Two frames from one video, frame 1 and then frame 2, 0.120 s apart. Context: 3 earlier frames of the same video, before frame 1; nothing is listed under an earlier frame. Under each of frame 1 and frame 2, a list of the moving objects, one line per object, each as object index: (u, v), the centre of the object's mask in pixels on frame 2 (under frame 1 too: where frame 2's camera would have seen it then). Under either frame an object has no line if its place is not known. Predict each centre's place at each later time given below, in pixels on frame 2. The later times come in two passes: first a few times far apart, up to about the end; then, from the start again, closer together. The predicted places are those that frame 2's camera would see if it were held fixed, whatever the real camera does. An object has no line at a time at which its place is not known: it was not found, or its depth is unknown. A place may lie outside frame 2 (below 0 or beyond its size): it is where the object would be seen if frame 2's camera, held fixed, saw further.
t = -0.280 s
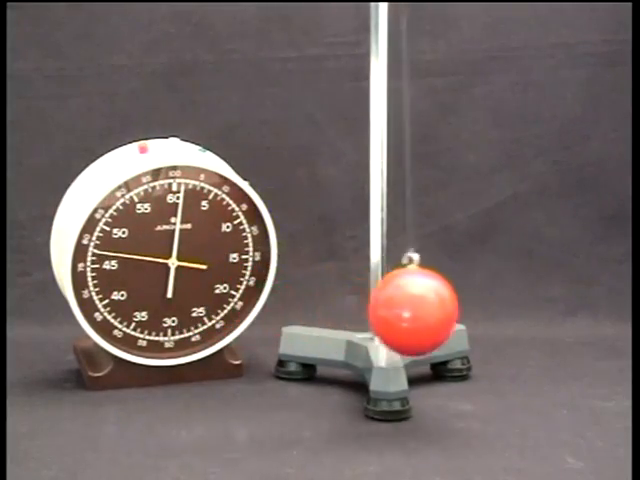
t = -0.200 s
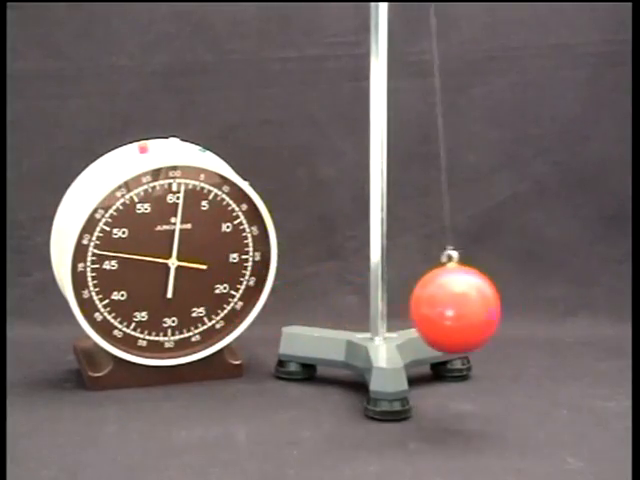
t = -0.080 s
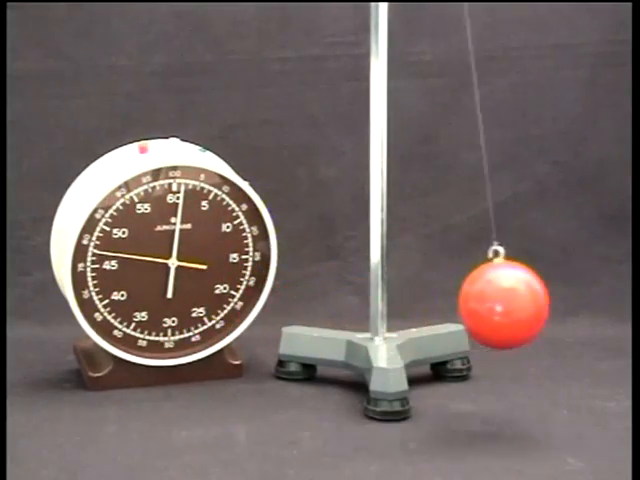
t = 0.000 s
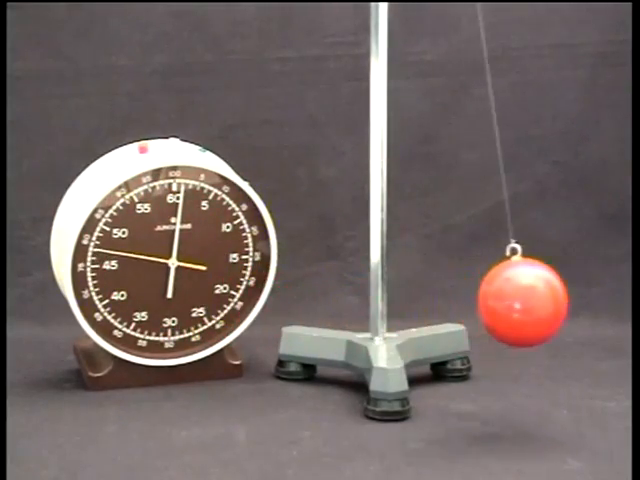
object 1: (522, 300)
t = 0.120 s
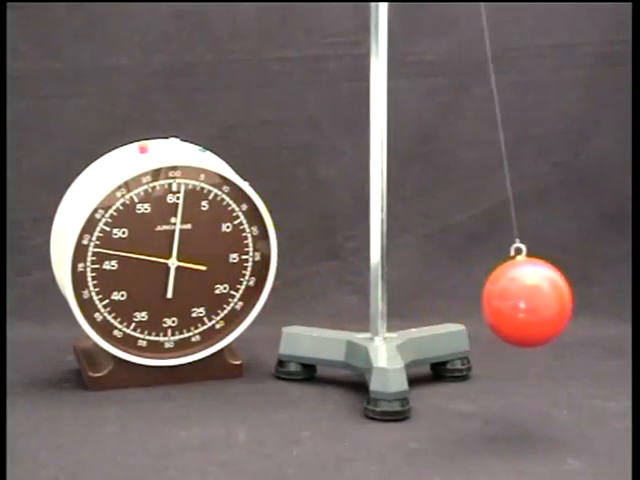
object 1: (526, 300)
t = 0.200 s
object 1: (513, 302)
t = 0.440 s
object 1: (410, 311)
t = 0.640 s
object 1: (299, 307)
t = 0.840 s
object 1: (220, 298)
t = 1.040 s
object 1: (215, 296)
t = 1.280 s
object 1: (305, 306)
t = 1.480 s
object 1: (417, 308)
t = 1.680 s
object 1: (505, 302)
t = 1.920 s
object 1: (520, 301)
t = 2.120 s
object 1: (449, 309)
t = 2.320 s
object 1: (338, 310)
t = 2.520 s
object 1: (243, 300)
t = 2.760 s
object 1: (212, 296)
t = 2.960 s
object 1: (270, 302)
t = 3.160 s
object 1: (375, 309)
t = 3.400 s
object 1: (493, 304)
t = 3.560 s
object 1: (525, 300)
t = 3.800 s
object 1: (482, 307)
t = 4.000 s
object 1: (380, 312)
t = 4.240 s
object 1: (257, 302)
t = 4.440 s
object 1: (211, 296)
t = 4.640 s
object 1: (242, 300)
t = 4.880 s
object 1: (356, 308)
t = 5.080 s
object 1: (462, 306)
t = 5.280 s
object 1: (521, 301)
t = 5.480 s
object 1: (505, 304)
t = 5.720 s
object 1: (399, 311)
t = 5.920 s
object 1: (290, 307)
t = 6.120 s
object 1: (220, 296)
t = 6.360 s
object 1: (232, 299)
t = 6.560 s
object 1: (316, 306)
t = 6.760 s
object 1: (426, 309)
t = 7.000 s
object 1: (515, 302)
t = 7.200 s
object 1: (512, 304)
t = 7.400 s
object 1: (438, 311)
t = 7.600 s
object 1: (328, 310)
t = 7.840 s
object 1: (229, 298)
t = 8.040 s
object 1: (218, 295)
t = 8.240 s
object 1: (281, 304)
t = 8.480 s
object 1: (407, 309)
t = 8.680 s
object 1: (496, 304)
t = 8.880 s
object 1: (521, 302)
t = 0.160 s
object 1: (522, 301)
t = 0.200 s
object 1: (513, 302)
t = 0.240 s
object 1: (502, 304)
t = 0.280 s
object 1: (488, 306)
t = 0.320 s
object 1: (472, 307)
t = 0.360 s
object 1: (453, 309)
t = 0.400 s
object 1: (432, 310)
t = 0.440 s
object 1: (410, 311)
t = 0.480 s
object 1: (387, 312)
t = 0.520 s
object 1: (364, 311)
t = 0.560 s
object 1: (342, 310)
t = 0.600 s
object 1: (319, 309)
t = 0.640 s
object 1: (299, 307)
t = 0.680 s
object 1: (278, 306)
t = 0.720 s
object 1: (260, 303)
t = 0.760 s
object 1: (244, 300)
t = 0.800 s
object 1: (230, 300)
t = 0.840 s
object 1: (220, 298)
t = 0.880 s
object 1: (212, 297)
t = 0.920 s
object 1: (209, 294)
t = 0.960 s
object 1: (208, 296)
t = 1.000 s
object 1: (210, 294)
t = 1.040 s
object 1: (215, 296)
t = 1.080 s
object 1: (223, 298)
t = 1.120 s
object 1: (235, 297)
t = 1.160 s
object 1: (250, 299)
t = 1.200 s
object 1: (266, 302)
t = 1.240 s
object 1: (284, 304)
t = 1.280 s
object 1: (305, 306)
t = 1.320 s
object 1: (326, 307)
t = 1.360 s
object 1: (349, 308)
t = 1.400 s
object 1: (371, 309)
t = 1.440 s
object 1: (394, 309)
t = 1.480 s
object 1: (417, 308)
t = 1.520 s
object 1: (438, 307)
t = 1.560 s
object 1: (458, 306)
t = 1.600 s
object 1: (476, 305)
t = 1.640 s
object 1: (491, 304)
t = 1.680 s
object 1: (505, 302)
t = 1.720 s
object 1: (515, 301)
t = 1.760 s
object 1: (522, 300)
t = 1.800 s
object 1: (526, 300)
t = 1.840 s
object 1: (527, 300)
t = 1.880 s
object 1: (525, 300)
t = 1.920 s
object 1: (520, 301)
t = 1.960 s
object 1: (511, 303)
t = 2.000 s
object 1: (500, 304)
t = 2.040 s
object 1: (485, 306)
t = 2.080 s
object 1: (468, 308)
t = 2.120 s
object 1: (449, 309)
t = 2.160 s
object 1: (429, 310)
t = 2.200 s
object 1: (407, 311)
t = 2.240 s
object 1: (384, 312)
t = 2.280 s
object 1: (361, 311)
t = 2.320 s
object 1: (338, 310)
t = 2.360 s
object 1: (316, 308)
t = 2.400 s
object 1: (295, 307)
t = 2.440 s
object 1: (276, 305)
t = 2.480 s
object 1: (258, 302)
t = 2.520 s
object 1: (243, 300)
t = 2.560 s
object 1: (230, 298)
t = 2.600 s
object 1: (220, 298)
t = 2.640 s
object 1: (213, 296)
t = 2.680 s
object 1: (210, 296)
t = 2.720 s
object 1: (209, 296)
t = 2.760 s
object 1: (212, 296)
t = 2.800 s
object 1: (218, 297)
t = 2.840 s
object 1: (227, 299)
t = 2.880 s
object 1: (239, 300)
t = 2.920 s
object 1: (253, 302)
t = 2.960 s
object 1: (270, 302)
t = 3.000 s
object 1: (289, 304)
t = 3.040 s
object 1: (309, 306)
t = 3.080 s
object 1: (330, 307)
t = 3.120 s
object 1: (352, 308)
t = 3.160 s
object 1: (375, 309)
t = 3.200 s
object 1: (397, 309)
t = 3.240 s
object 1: (420, 308)
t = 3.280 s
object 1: (441, 307)
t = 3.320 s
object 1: (460, 306)
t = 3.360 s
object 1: (477, 305)
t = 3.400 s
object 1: (493, 304)
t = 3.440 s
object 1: (505, 302)
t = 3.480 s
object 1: (515, 301)
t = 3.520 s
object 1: (521, 301)
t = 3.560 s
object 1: (525, 300)
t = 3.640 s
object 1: (523, 301)
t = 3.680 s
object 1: (517, 302)
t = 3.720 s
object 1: (508, 303)
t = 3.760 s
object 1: (497, 305)
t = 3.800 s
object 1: (482, 307)
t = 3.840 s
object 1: (465, 308)
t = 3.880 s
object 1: (446, 310)
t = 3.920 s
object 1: (426, 311)
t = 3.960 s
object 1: (403, 311)
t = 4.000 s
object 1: (380, 312)
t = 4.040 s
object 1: (357, 311)
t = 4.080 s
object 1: (334, 310)
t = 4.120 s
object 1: (313, 308)
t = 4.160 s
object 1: (293, 307)
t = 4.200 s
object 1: (274, 305)
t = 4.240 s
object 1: (257, 302)
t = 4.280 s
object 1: (242, 300)
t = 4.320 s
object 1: (230, 298)
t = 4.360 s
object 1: (220, 296)
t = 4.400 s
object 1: (214, 297)
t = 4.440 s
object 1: (211, 296)
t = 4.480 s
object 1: (211, 294)
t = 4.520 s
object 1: (214, 296)
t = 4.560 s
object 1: (220, 297)
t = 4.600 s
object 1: (229, 299)
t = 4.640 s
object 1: (242, 300)
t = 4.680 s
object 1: (257, 300)
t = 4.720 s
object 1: (274, 303)
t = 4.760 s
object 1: (292, 304)
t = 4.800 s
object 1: (313, 306)
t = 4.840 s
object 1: (333, 307)
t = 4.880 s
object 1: (356, 308)
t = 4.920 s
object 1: (379, 309)
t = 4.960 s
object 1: (401, 309)
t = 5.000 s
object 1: (423, 308)
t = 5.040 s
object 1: (444, 308)
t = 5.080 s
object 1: (462, 306)
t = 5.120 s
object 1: (479, 305)
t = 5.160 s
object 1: (494, 304)
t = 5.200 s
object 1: (506, 302)
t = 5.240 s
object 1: (515, 301)
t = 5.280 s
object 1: (521, 301)
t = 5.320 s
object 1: (524, 301)
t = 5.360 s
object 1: (524, 301)
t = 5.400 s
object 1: (521, 302)
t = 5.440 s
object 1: (515, 302)
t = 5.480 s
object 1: (505, 304)
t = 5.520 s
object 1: (493, 305)
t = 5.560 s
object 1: (478, 307)
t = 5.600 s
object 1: (461, 309)
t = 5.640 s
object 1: (442, 310)
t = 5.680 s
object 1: (421, 311)
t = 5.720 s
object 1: (399, 311)
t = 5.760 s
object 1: (376, 312)
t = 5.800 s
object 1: (353, 311)
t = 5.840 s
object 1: (331, 310)
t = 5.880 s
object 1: (310, 308)
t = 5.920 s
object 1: (290, 307)
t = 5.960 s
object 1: (271, 305)
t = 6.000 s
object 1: (255, 302)
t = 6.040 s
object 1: (241, 299)
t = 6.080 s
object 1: (229, 300)
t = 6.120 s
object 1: (220, 296)
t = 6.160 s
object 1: (214, 295)
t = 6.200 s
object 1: (212, 294)
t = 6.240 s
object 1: (212, 294)
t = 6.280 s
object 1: (216, 296)
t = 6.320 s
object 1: (223, 296)
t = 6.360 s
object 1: (232, 299)
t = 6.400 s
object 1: (245, 301)
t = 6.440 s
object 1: (260, 303)
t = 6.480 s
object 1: (277, 303)
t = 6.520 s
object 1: (296, 305)
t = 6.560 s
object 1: (316, 306)
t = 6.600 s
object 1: (337, 308)
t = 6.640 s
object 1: (359, 308)
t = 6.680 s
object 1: (382, 309)
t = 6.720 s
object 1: (404, 309)
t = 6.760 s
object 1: (426, 309)
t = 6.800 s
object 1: (446, 308)
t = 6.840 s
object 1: (465, 306)
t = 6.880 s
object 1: (481, 305)
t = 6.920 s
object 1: (495, 304)
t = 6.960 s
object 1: (507, 303)
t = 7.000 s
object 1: (515, 302)
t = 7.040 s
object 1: (521, 301)
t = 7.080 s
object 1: (523, 301)
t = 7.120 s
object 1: (523, 301)
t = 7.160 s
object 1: (519, 302)
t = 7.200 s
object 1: (512, 304)
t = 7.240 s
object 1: (503, 305)
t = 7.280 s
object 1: (490, 306)
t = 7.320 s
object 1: (475, 308)
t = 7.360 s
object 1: (458, 310)
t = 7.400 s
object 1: (438, 311)
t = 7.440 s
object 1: (417, 311)
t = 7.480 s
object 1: (395, 312)
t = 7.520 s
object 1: (372, 313)
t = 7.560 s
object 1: (350, 311)
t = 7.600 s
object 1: (328, 310)
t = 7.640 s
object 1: (307, 308)
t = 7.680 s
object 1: (287, 306)
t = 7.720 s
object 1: (269, 306)
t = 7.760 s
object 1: (253, 302)
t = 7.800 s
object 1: (240, 300)
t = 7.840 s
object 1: (229, 298)
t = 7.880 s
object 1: (220, 296)
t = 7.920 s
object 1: (215, 295)
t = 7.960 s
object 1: (213, 295)
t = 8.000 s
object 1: (214, 295)
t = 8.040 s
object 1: (218, 295)
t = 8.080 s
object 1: (225, 297)
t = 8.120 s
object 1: (236, 298)
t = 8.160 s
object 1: (248, 300)
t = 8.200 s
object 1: (264, 302)
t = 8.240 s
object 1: (281, 304)
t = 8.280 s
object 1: (300, 306)
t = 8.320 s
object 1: (320, 307)
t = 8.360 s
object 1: (342, 308)
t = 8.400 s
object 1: (363, 309)
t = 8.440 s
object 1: (385, 309)
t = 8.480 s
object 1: (407, 309)
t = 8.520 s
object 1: (429, 309)
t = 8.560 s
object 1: (449, 308)
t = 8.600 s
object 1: (467, 307)
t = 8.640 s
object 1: (483, 306)
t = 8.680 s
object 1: (496, 304)
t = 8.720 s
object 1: (507, 303)
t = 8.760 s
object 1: (515, 302)
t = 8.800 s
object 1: (520, 302)
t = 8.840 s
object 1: (522, 302)
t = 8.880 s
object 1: (521, 302)
